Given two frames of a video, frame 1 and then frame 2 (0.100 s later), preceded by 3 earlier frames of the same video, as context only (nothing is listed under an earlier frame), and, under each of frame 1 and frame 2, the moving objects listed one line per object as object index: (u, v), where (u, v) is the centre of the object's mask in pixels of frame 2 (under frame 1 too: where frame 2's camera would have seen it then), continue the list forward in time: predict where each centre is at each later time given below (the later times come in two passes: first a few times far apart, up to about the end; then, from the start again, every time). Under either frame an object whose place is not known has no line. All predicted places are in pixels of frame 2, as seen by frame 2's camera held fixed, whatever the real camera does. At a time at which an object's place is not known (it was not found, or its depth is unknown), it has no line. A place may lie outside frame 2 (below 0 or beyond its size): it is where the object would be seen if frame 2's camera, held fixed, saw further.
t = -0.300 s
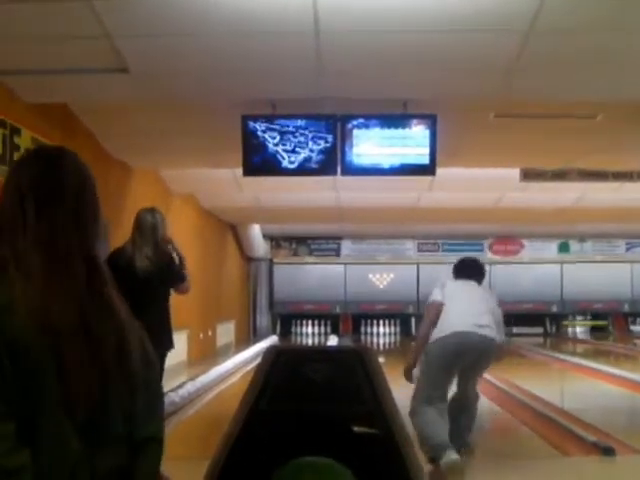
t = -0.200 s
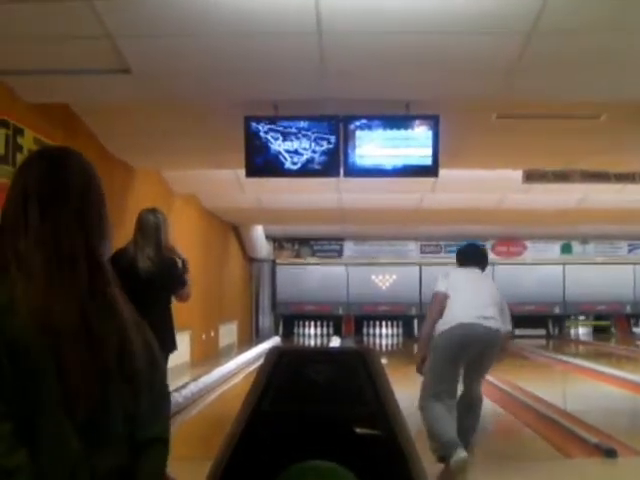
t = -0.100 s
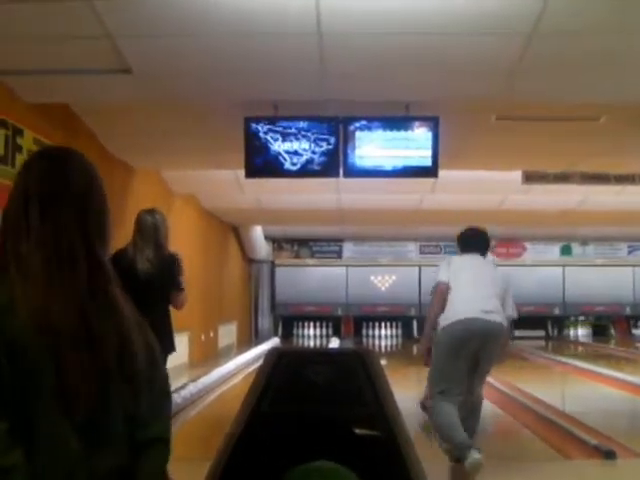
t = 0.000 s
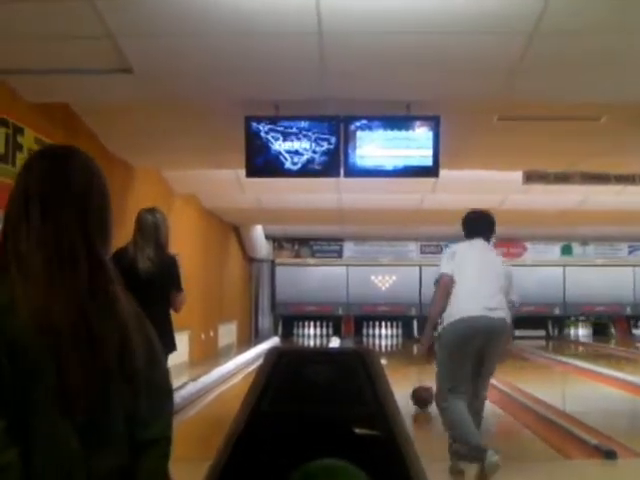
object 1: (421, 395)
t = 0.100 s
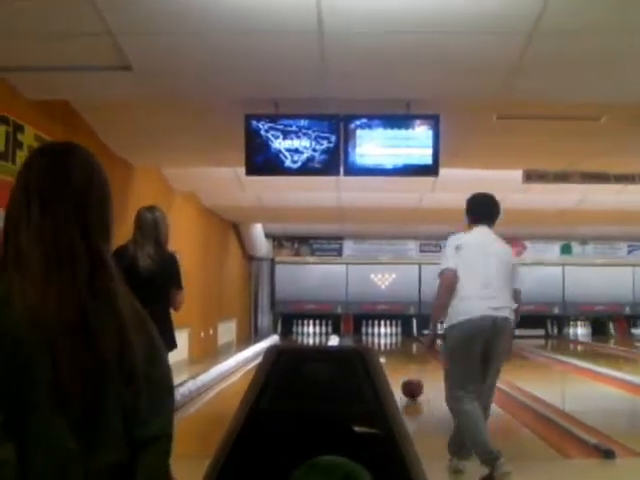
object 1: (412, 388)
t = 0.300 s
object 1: (397, 378)
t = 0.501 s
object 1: (389, 371)
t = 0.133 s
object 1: (409, 386)
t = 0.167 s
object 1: (406, 384)
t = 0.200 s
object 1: (403, 383)
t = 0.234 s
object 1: (401, 381)
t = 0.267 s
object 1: (399, 379)
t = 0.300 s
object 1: (397, 378)
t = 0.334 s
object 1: (395, 376)
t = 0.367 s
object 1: (393, 376)
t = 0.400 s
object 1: (392, 375)
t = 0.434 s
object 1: (391, 374)
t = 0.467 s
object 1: (390, 373)
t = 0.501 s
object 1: (389, 371)
